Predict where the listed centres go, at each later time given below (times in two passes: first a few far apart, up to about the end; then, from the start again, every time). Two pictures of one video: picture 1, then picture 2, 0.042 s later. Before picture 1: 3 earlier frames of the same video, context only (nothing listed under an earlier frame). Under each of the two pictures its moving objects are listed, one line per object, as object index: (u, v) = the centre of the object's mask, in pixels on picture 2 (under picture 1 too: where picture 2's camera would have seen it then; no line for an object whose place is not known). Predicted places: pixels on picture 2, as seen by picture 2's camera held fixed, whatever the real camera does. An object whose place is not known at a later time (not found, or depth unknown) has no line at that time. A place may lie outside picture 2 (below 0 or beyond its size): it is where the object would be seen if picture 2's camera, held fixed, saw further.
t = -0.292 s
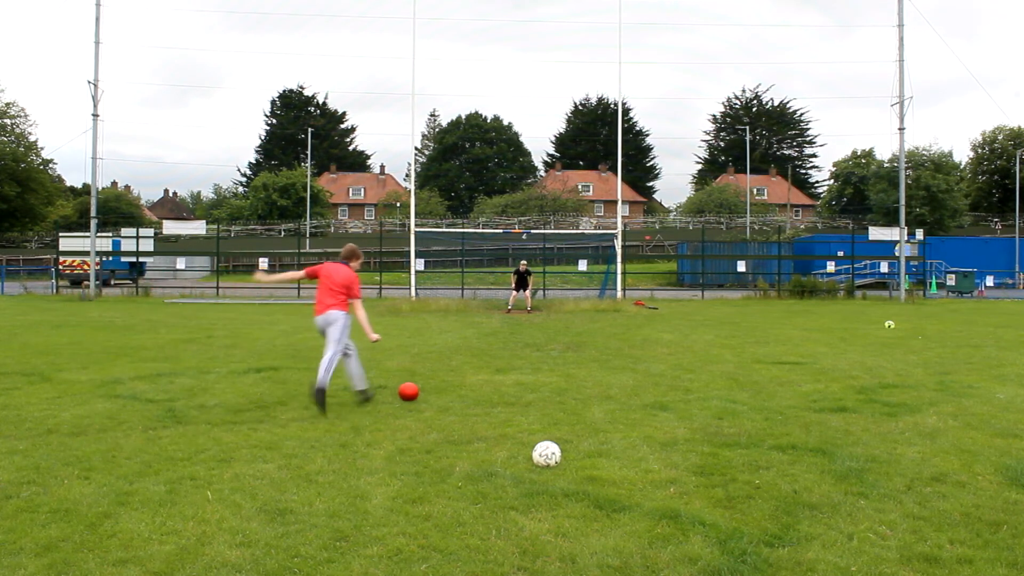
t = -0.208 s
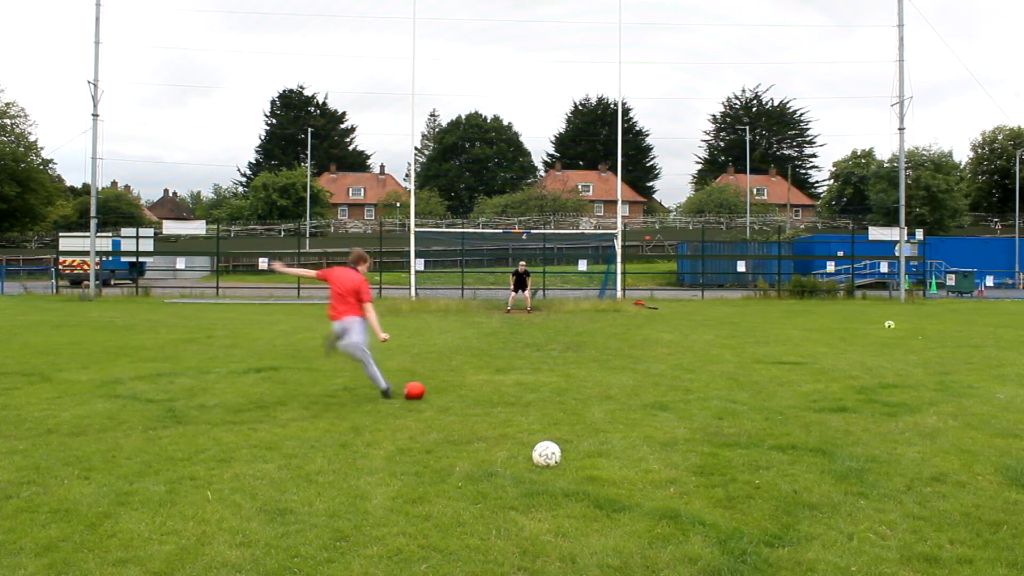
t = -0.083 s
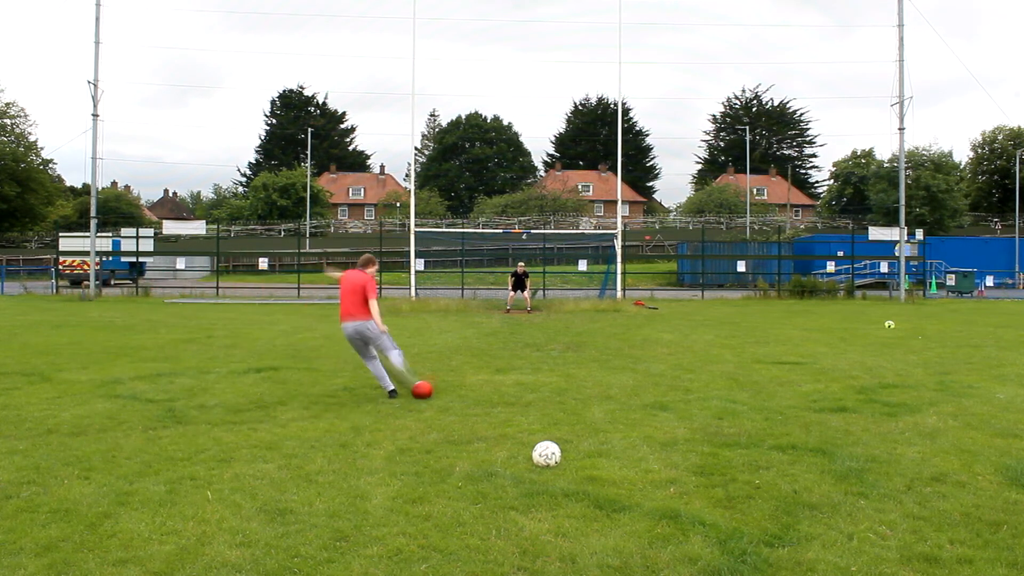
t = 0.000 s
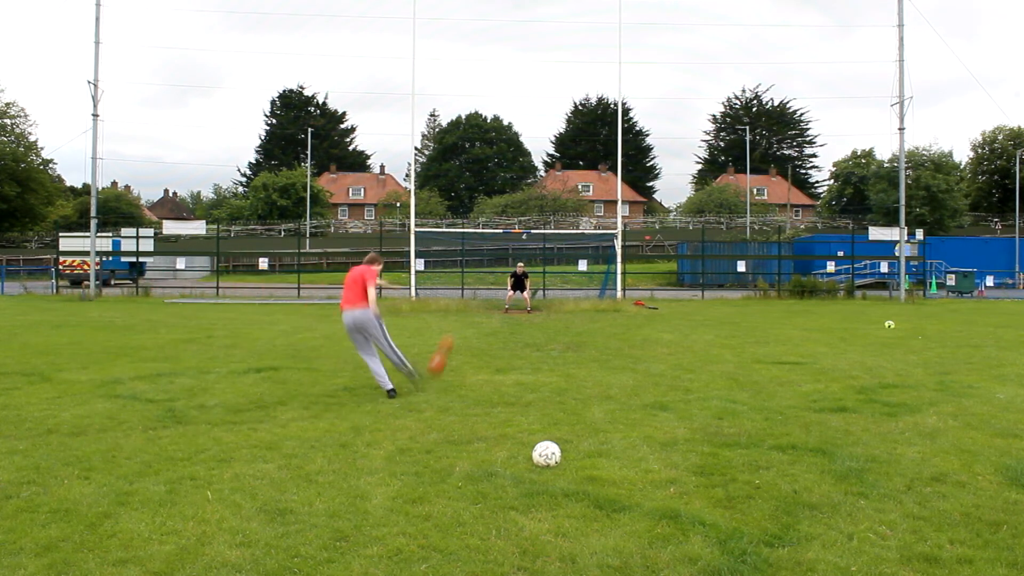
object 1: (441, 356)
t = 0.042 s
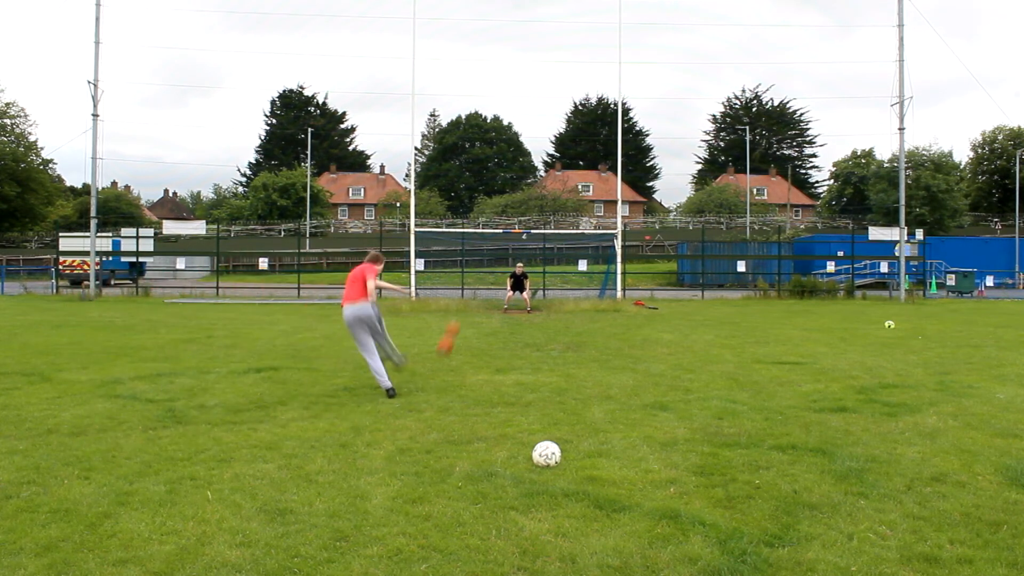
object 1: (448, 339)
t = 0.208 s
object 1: (469, 291)
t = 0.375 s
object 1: (479, 264)
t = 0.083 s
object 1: (455, 323)
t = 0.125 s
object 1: (461, 311)
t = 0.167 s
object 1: (465, 300)
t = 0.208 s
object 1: (469, 291)
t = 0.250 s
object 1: (472, 283)
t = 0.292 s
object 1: (475, 276)
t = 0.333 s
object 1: (477, 269)
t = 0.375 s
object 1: (479, 264)
